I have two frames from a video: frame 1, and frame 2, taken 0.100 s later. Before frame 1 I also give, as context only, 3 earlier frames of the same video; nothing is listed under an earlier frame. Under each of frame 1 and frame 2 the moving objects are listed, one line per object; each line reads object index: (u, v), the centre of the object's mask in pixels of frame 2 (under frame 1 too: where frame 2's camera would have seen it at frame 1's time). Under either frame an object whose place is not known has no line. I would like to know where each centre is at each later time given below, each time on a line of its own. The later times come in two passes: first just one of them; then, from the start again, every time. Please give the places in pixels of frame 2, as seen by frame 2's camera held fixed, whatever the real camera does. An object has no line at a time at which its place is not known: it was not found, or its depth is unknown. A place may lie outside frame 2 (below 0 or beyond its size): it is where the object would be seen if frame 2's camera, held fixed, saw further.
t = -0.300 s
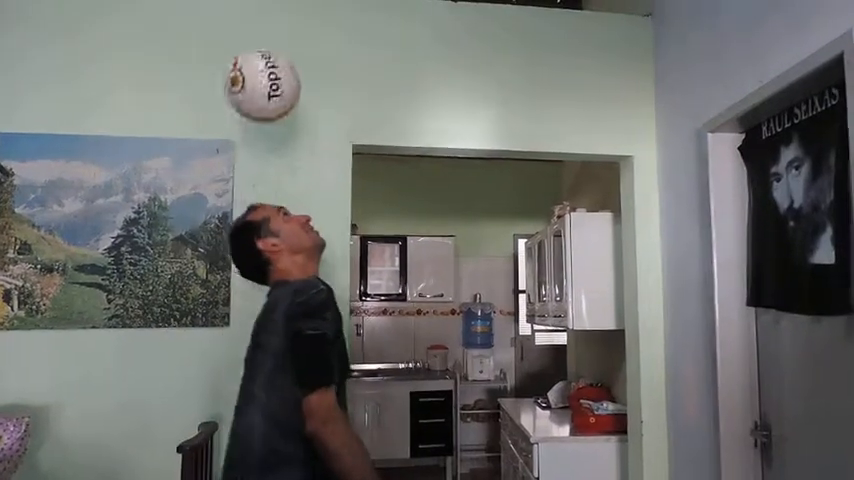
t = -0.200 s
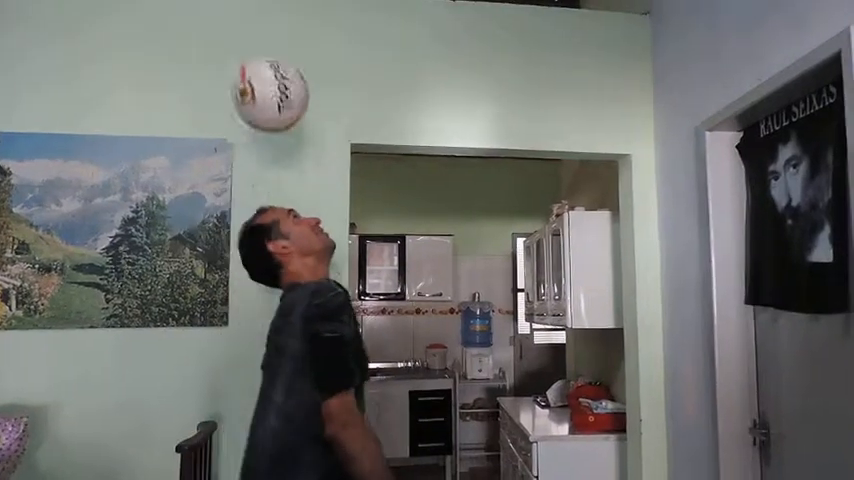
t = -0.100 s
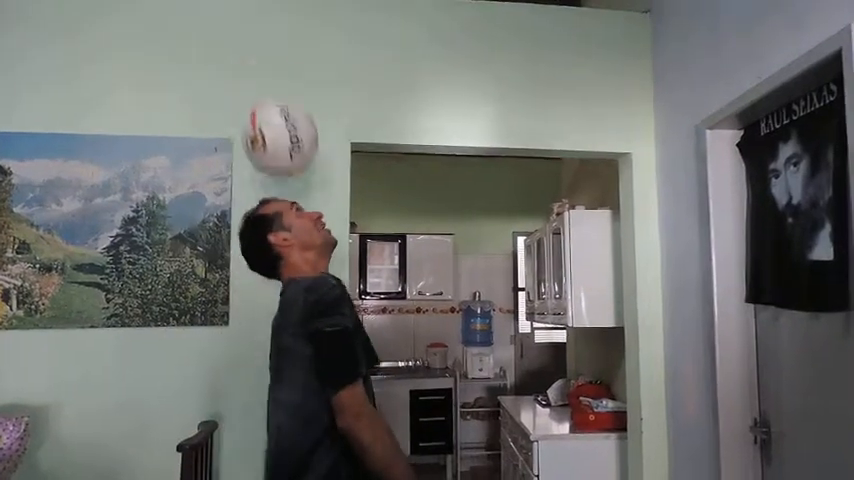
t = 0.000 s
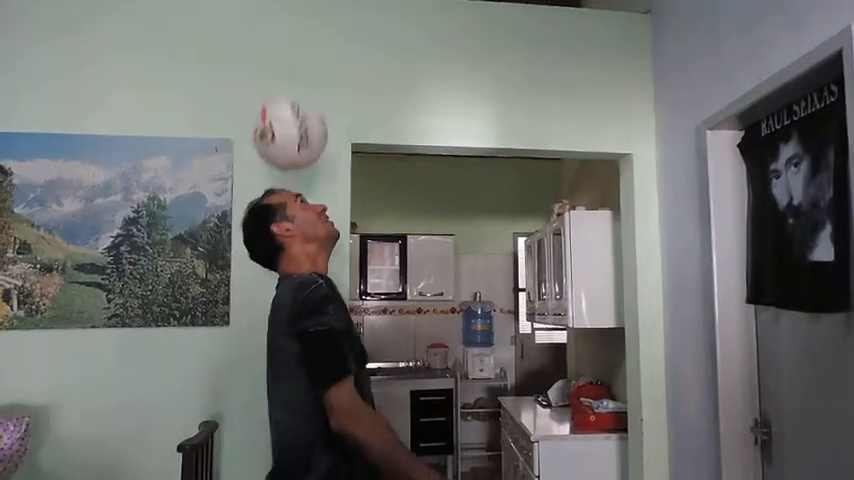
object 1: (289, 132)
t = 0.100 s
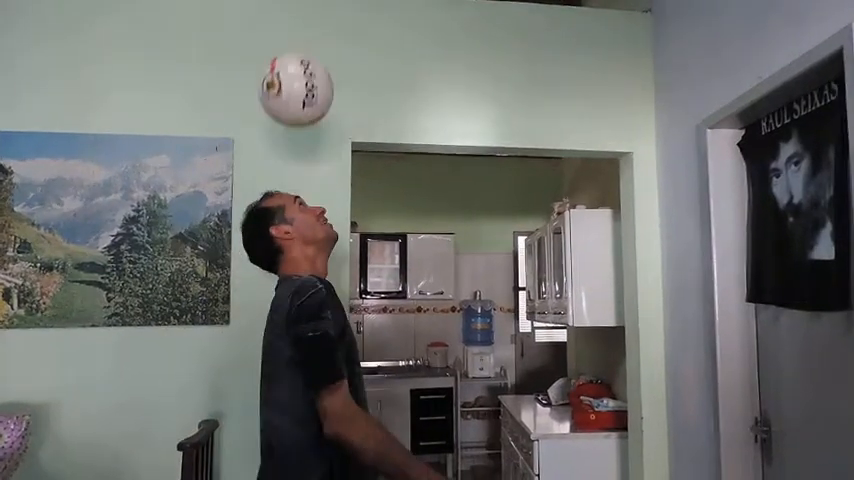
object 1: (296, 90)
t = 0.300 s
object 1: (308, 103)
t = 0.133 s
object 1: (298, 84)
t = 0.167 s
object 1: (300, 81)
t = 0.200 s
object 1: (302, 80)
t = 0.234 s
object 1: (304, 84)
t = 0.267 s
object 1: (306, 92)
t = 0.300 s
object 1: (308, 103)
